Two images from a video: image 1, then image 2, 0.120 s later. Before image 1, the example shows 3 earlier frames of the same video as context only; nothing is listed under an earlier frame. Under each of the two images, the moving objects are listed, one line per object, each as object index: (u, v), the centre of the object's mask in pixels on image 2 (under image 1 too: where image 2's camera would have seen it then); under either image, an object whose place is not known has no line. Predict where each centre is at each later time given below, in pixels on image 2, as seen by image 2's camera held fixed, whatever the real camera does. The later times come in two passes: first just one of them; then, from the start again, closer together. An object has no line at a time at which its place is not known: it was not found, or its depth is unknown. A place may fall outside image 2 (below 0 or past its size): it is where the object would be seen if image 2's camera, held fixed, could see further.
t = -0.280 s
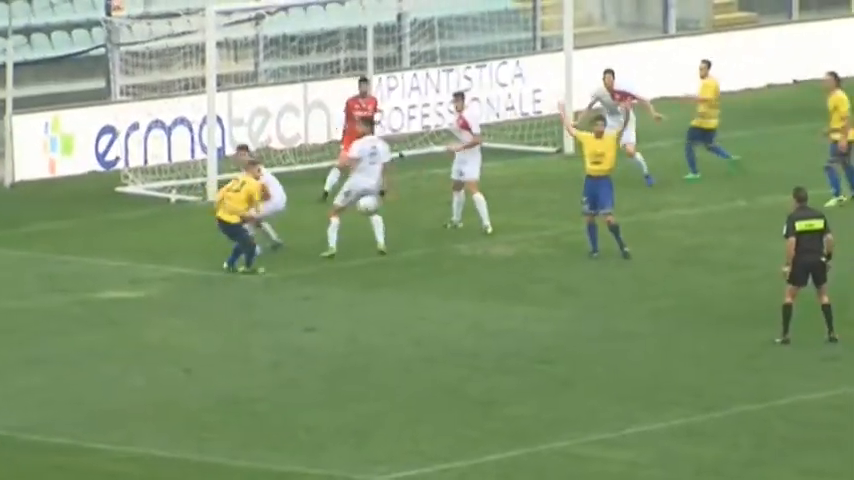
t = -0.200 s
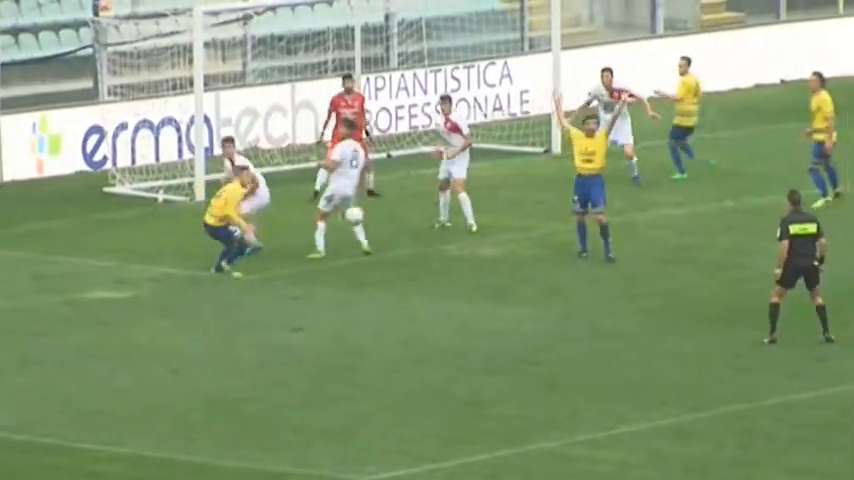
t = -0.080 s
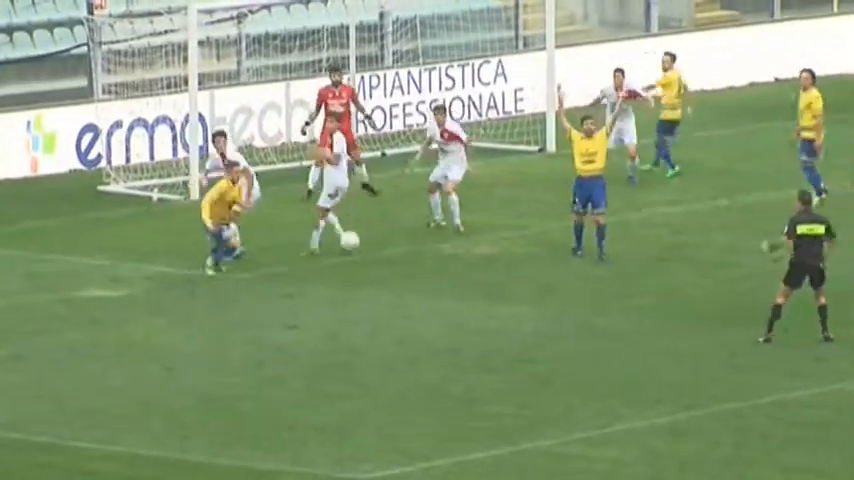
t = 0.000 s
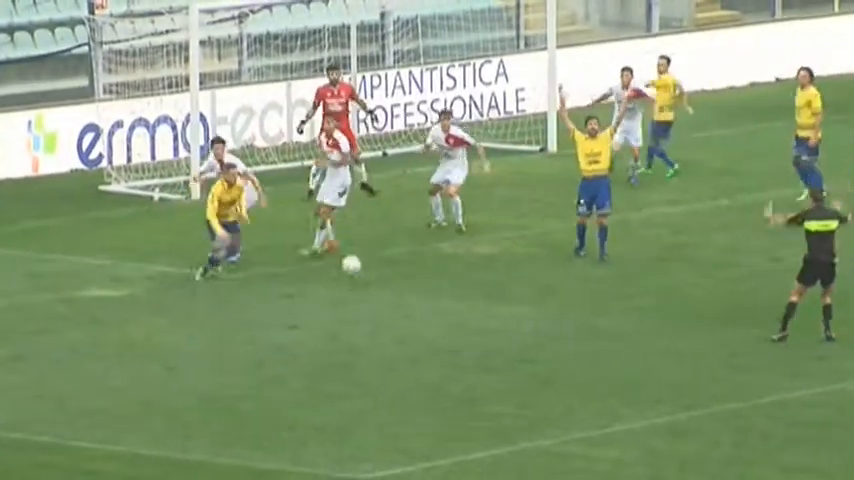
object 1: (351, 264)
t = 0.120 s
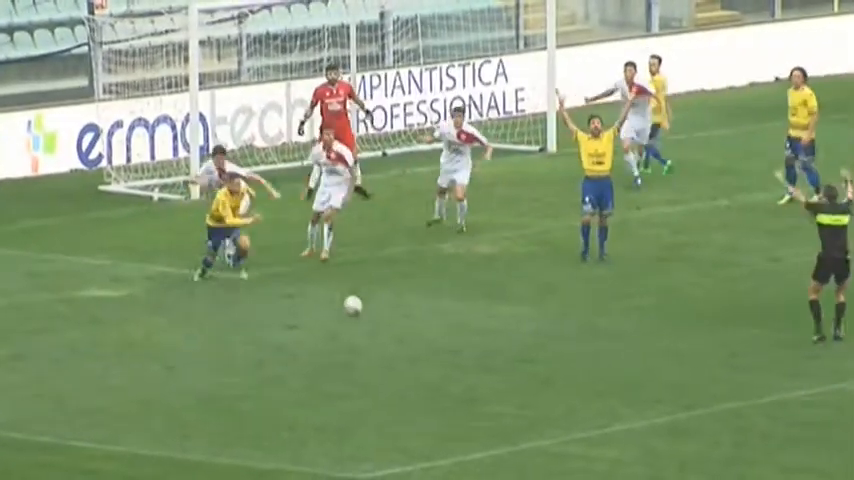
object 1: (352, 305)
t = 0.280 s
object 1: (347, 286)
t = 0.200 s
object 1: (349, 293)
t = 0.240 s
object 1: (348, 289)
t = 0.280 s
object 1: (347, 286)
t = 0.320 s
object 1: (346, 285)
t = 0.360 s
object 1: (345, 285)
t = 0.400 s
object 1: (344, 287)
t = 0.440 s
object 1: (343, 290)
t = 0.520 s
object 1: (341, 300)
